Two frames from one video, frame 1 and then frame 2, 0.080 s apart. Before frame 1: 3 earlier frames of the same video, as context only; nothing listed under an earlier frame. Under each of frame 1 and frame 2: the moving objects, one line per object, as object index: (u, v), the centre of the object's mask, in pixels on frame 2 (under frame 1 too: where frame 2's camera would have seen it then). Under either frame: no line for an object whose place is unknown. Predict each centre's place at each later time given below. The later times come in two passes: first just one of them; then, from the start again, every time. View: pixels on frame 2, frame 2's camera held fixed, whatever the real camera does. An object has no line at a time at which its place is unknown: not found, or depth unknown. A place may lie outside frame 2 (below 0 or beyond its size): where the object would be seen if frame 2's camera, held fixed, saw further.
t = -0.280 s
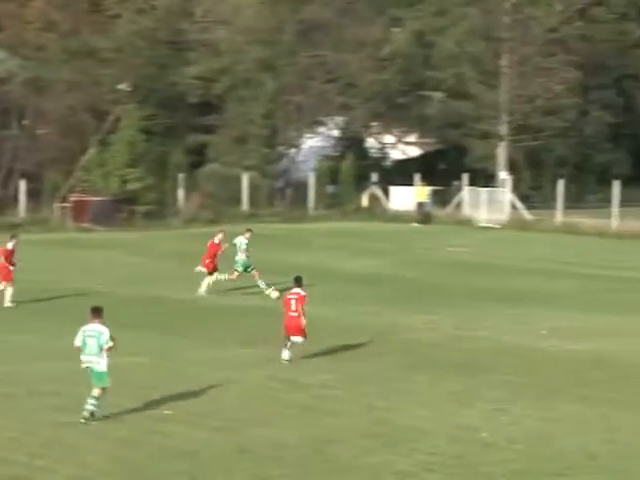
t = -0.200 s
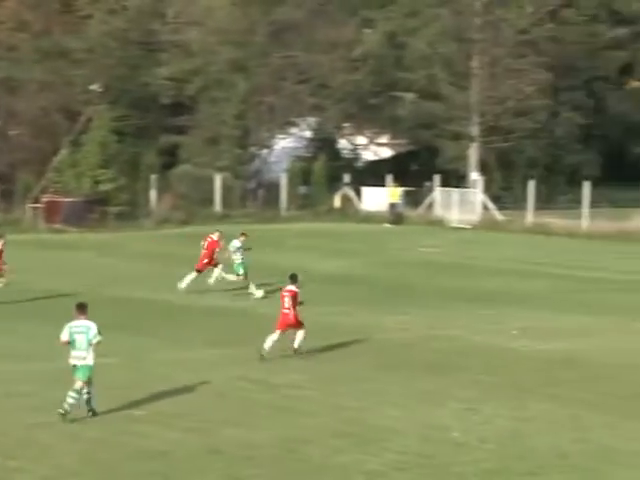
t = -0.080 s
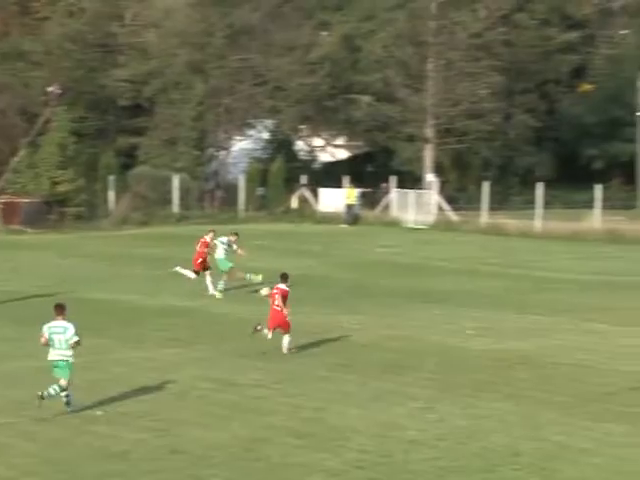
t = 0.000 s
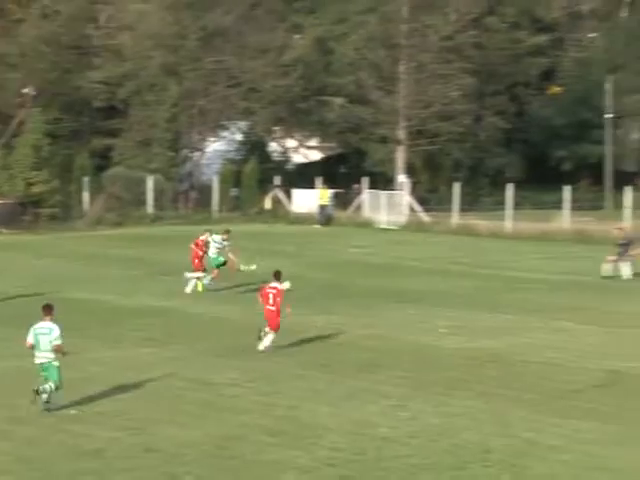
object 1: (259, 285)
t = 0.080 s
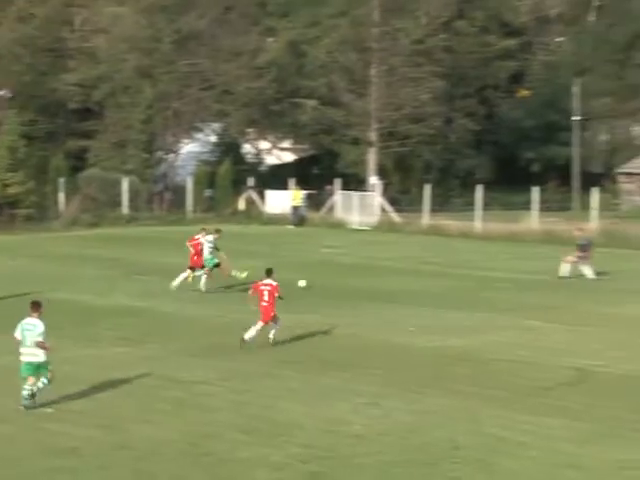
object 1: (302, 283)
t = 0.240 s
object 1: (372, 276)
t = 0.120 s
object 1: (322, 283)
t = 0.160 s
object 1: (339, 280)
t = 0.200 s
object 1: (355, 278)
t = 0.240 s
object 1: (372, 276)
